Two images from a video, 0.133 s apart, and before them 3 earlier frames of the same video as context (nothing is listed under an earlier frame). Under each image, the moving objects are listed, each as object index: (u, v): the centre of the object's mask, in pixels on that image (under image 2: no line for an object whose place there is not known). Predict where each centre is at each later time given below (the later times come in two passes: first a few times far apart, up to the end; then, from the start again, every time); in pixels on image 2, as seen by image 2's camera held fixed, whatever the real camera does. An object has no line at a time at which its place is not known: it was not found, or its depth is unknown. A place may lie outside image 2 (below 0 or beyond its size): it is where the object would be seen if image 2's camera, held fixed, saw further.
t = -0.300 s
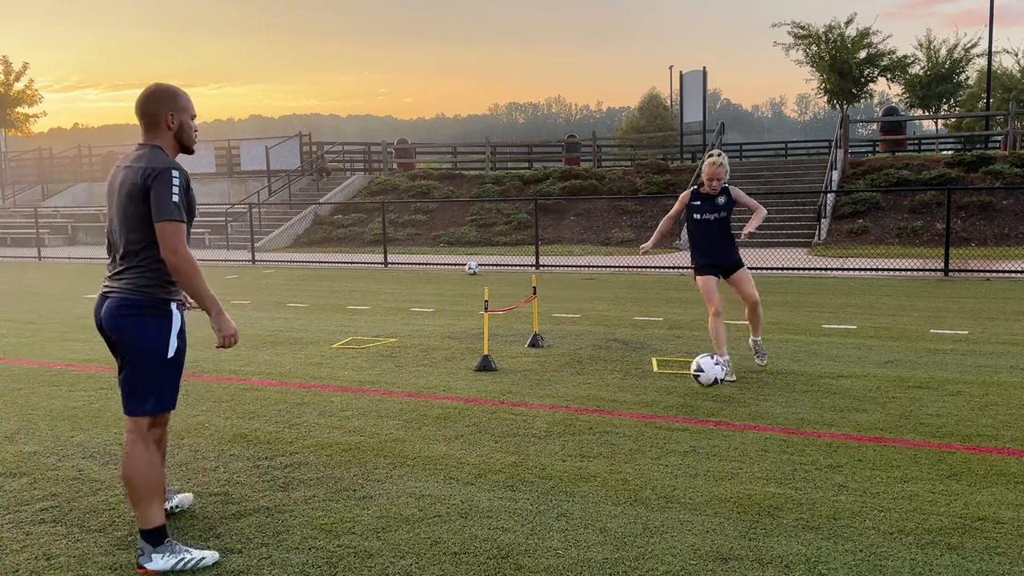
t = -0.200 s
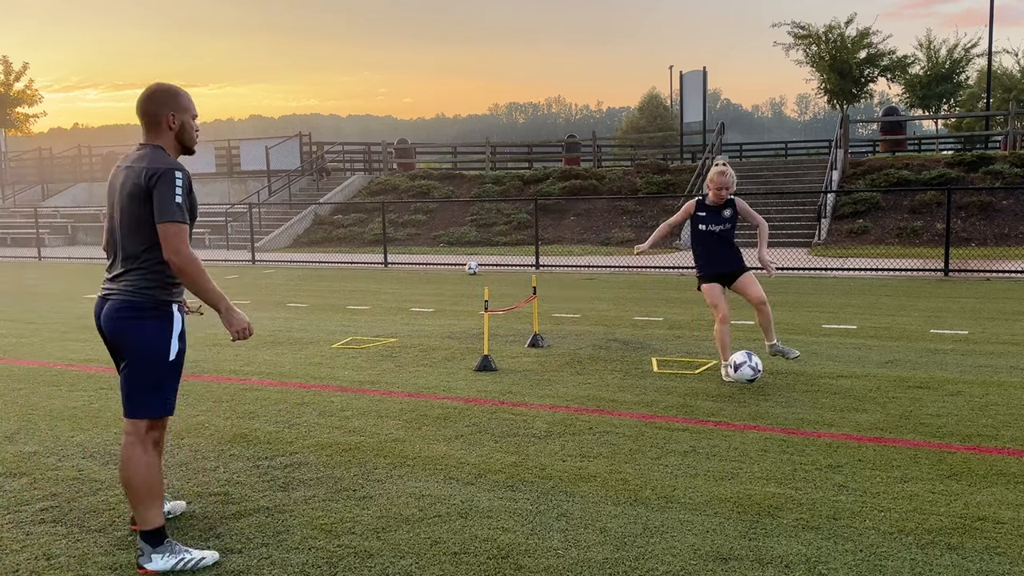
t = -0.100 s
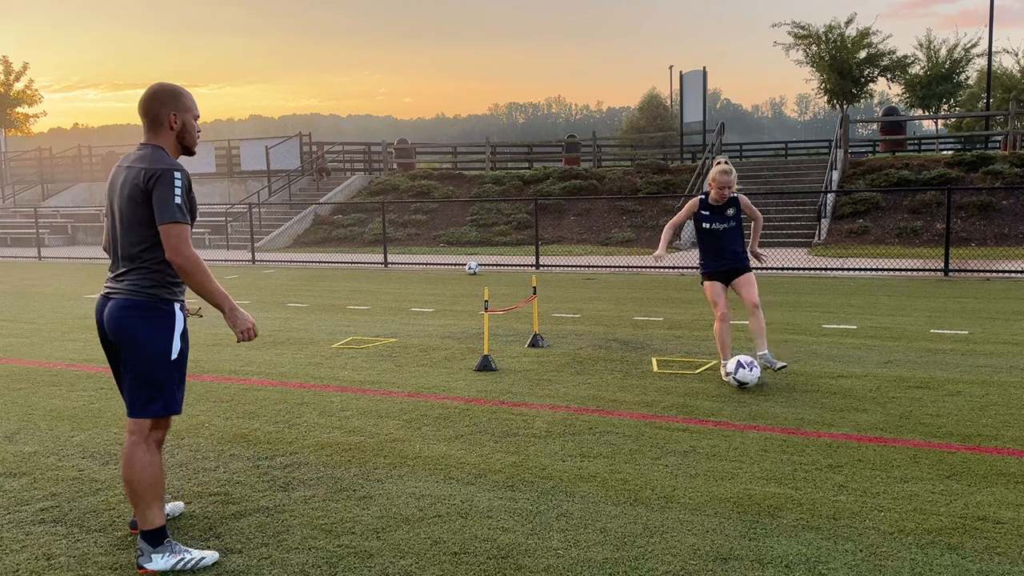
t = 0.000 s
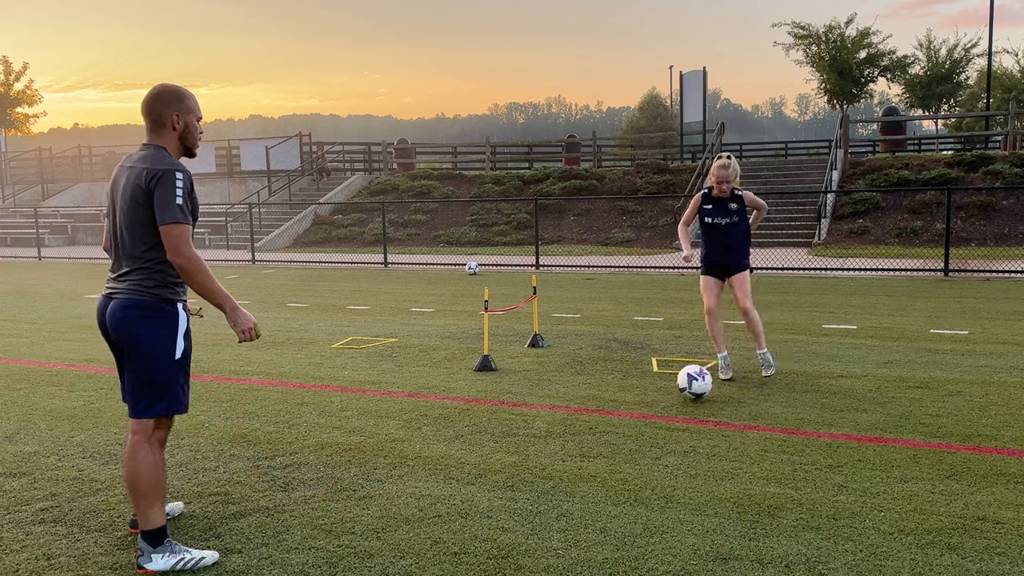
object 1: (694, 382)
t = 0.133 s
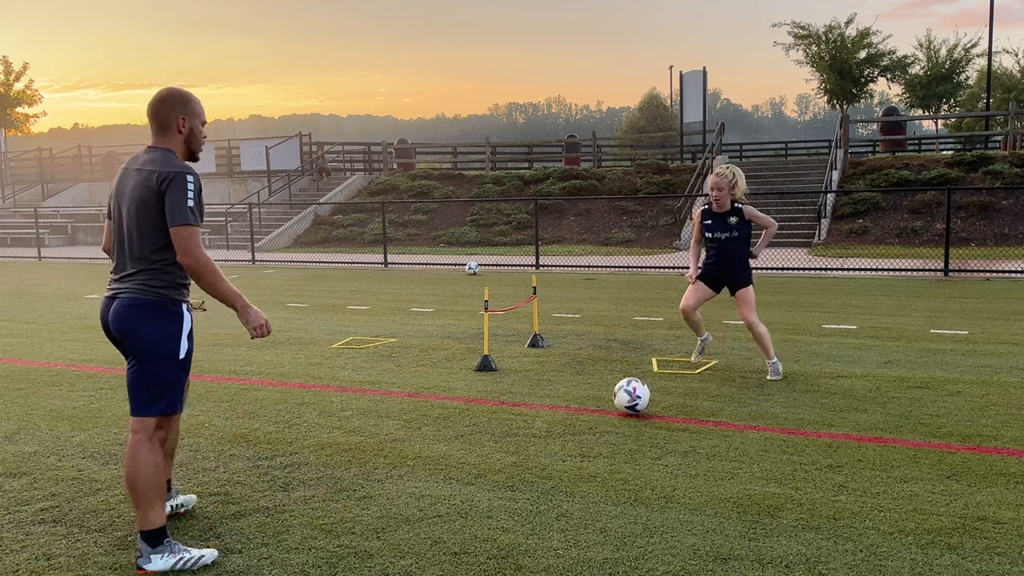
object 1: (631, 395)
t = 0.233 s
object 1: (588, 402)
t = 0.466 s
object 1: (493, 421)
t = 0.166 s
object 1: (616, 399)
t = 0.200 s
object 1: (602, 400)
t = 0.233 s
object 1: (588, 402)
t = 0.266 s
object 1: (574, 408)
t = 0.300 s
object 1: (560, 410)
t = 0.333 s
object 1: (547, 412)
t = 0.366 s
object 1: (534, 415)
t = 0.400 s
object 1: (521, 419)
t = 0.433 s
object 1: (508, 420)
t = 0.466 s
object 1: (493, 421)
